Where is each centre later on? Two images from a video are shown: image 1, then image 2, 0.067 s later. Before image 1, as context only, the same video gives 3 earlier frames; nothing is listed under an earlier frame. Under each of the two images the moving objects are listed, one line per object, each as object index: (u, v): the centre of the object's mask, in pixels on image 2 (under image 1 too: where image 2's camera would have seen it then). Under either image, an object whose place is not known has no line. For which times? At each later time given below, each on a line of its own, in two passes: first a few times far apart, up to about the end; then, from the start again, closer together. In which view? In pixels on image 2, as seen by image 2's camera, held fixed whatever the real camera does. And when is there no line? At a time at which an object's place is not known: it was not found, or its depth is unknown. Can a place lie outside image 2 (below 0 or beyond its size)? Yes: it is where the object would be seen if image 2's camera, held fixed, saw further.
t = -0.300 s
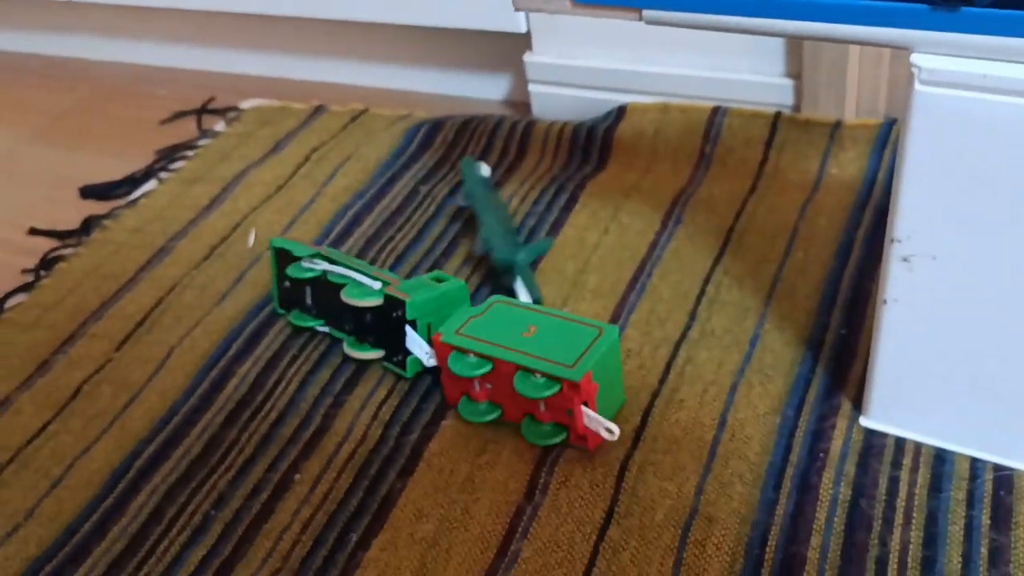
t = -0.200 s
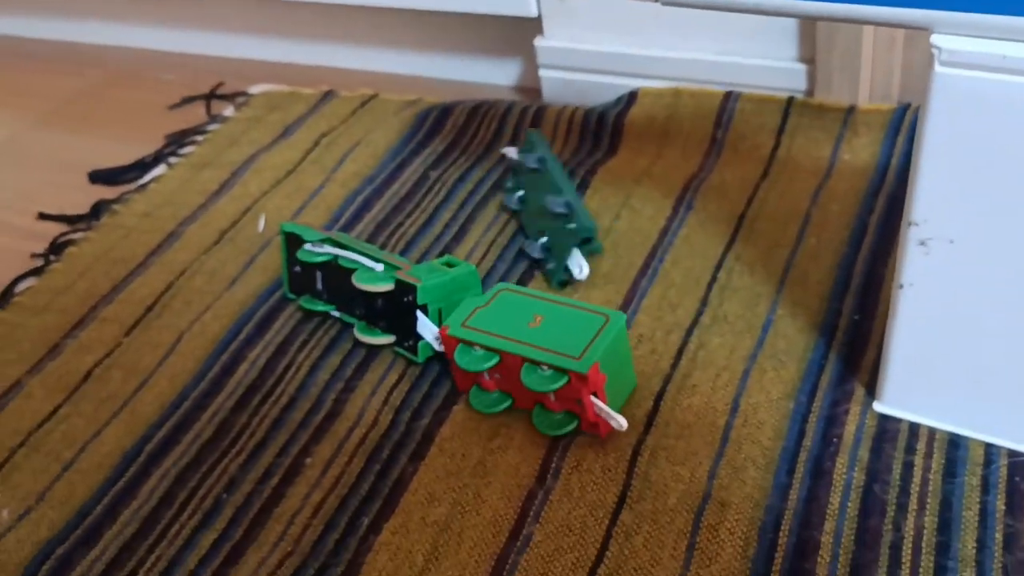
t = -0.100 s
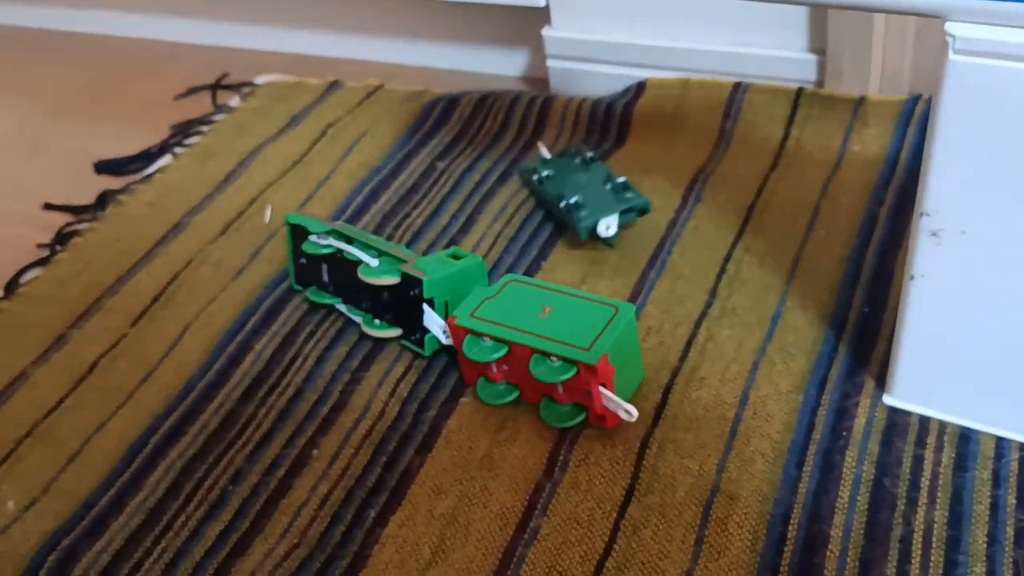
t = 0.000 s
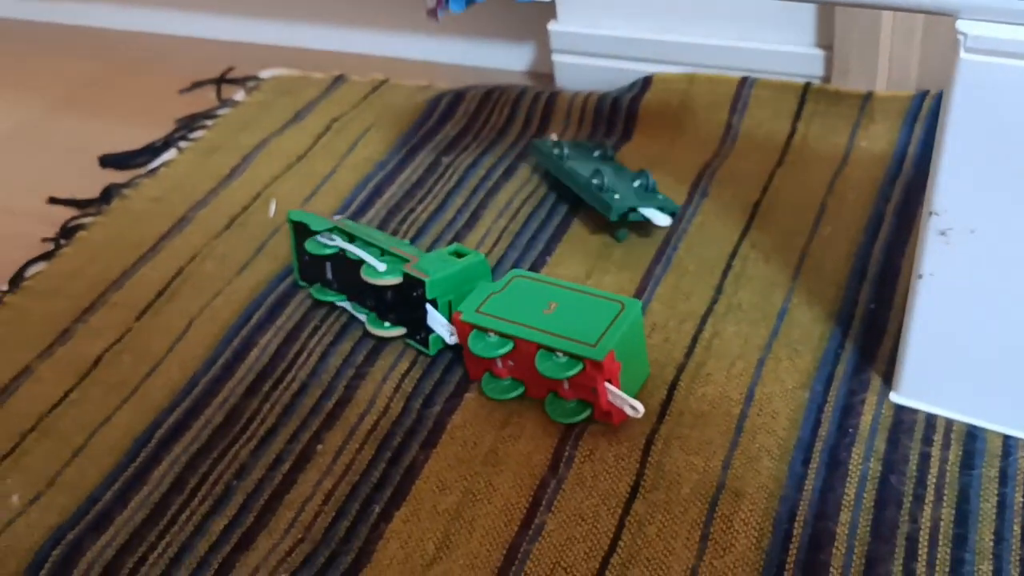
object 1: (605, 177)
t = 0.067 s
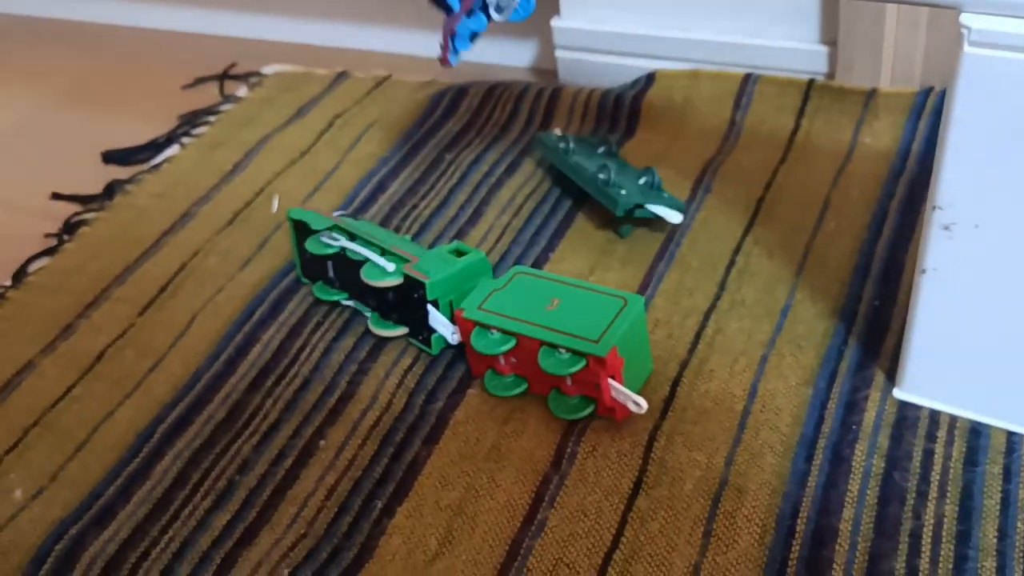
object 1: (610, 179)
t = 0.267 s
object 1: (594, 185)
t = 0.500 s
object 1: (597, 185)
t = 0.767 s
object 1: (596, 184)
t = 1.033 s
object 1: (593, 183)
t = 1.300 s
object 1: (594, 183)
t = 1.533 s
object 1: (593, 183)
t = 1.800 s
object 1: (594, 183)
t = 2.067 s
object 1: (594, 183)
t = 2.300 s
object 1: (593, 183)
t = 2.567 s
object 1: (593, 183)
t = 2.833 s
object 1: (593, 183)
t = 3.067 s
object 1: (593, 183)
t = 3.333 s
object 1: (593, 183)
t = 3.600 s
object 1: (593, 183)
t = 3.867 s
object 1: (593, 183)
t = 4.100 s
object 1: (593, 183)
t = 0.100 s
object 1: (610, 179)
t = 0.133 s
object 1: (610, 180)
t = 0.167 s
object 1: (608, 181)
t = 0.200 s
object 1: (605, 181)
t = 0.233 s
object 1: (601, 183)
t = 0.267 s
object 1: (594, 185)
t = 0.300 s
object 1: (591, 186)
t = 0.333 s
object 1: (590, 186)
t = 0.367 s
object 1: (592, 186)
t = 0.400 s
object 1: (594, 186)
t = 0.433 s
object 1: (599, 185)
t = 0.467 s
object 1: (599, 183)
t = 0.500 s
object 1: (597, 185)
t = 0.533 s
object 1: (594, 185)
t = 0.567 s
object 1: (594, 185)
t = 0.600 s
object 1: (596, 184)
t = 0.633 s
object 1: (596, 184)
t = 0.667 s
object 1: (595, 185)
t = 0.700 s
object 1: (595, 185)
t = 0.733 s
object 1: (596, 184)
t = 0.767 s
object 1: (596, 184)
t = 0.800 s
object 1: (596, 184)
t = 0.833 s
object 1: (594, 183)
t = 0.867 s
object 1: (596, 184)
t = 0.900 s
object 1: (594, 183)
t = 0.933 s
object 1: (596, 184)
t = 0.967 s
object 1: (596, 184)
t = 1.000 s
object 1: (594, 183)
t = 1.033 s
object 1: (593, 183)
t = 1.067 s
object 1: (595, 184)
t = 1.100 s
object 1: (593, 183)
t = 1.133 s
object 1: (595, 184)
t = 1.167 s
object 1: (594, 183)
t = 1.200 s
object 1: (594, 183)
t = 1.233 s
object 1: (593, 183)
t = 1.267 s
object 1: (593, 183)
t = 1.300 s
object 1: (594, 183)
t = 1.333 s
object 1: (593, 183)
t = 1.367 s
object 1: (595, 184)
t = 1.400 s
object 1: (594, 183)
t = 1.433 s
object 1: (595, 184)
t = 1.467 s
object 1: (593, 183)
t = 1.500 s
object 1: (595, 183)
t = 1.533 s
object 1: (593, 183)
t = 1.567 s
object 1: (593, 183)
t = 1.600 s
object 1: (593, 183)
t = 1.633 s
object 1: (594, 183)
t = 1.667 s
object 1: (594, 183)
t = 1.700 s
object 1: (594, 183)
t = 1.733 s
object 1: (593, 183)
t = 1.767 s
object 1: (594, 183)
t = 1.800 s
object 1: (594, 183)
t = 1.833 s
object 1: (594, 183)
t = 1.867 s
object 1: (594, 183)
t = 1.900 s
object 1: (594, 183)
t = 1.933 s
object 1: (594, 183)
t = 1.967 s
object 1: (594, 183)
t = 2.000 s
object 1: (594, 183)
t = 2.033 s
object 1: (593, 183)
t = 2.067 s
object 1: (594, 183)
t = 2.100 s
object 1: (593, 183)
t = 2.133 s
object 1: (593, 183)
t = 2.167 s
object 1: (594, 183)
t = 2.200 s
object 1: (593, 182)
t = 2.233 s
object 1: (593, 182)
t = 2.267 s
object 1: (593, 183)
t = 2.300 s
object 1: (593, 183)
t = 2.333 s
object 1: (593, 183)
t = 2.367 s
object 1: (593, 183)
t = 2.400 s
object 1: (593, 183)
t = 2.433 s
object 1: (593, 183)
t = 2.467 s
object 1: (593, 183)
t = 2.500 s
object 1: (593, 183)
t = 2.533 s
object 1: (593, 183)
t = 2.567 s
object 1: (593, 183)
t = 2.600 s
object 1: (594, 183)
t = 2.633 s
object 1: (593, 183)
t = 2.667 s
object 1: (593, 183)
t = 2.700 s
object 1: (593, 183)
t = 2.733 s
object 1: (593, 183)
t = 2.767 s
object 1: (593, 183)
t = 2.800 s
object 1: (593, 183)
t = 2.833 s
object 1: (593, 183)
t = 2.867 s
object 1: (593, 183)
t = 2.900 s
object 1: (593, 183)
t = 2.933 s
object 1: (593, 183)
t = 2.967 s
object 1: (593, 183)
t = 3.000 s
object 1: (593, 182)
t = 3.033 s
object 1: (593, 182)
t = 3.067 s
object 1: (593, 183)
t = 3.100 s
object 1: (593, 183)
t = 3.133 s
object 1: (593, 183)
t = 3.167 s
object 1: (593, 183)
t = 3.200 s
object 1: (593, 183)
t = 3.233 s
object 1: (593, 182)
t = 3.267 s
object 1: (593, 183)
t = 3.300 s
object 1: (593, 183)
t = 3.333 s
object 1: (593, 183)
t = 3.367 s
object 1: (593, 183)
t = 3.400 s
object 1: (593, 183)
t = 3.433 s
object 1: (593, 183)
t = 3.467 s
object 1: (594, 183)
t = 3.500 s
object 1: (594, 183)
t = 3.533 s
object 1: (594, 183)
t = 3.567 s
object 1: (593, 183)
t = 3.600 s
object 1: (593, 183)
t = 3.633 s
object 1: (593, 183)
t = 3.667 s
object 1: (593, 183)
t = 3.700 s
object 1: (593, 183)
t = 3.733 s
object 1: (593, 183)
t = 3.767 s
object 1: (593, 183)
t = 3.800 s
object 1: (593, 183)
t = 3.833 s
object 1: (593, 183)
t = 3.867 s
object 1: (593, 183)
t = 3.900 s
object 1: (593, 183)
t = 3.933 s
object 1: (593, 183)
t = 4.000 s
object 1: (593, 183)
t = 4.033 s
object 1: (593, 182)
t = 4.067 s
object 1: (593, 183)
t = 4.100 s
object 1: (593, 183)
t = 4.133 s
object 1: (593, 183)
